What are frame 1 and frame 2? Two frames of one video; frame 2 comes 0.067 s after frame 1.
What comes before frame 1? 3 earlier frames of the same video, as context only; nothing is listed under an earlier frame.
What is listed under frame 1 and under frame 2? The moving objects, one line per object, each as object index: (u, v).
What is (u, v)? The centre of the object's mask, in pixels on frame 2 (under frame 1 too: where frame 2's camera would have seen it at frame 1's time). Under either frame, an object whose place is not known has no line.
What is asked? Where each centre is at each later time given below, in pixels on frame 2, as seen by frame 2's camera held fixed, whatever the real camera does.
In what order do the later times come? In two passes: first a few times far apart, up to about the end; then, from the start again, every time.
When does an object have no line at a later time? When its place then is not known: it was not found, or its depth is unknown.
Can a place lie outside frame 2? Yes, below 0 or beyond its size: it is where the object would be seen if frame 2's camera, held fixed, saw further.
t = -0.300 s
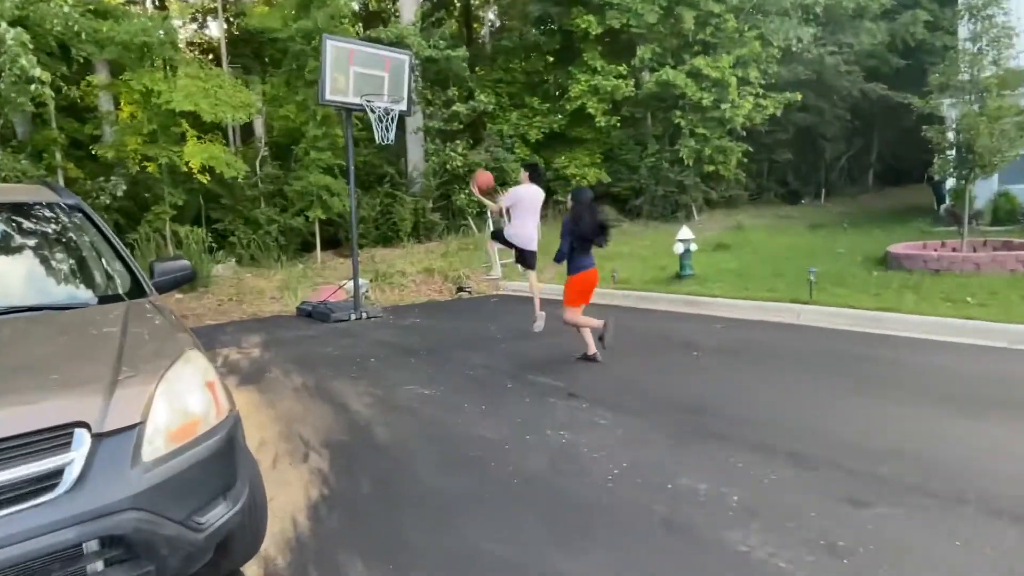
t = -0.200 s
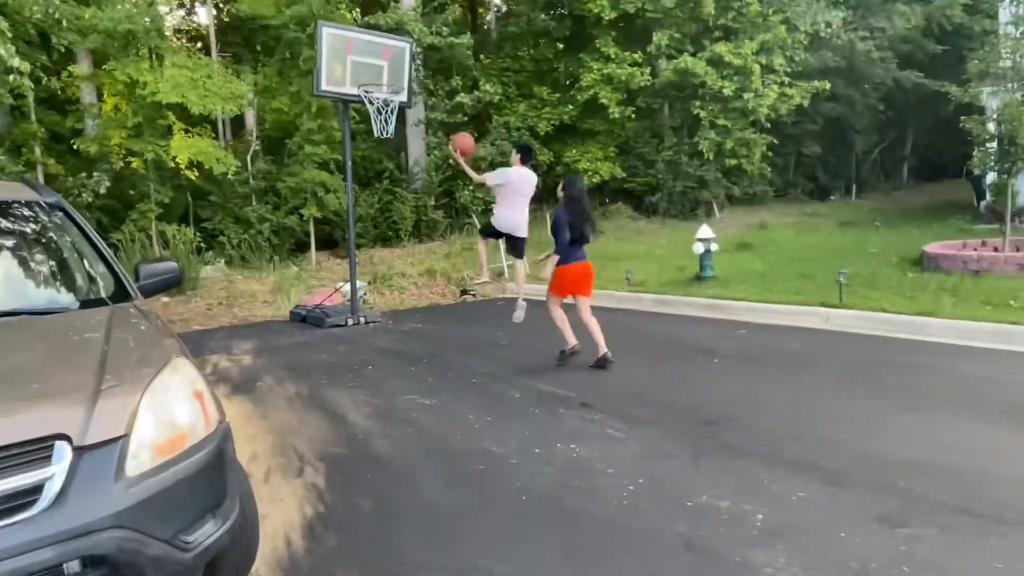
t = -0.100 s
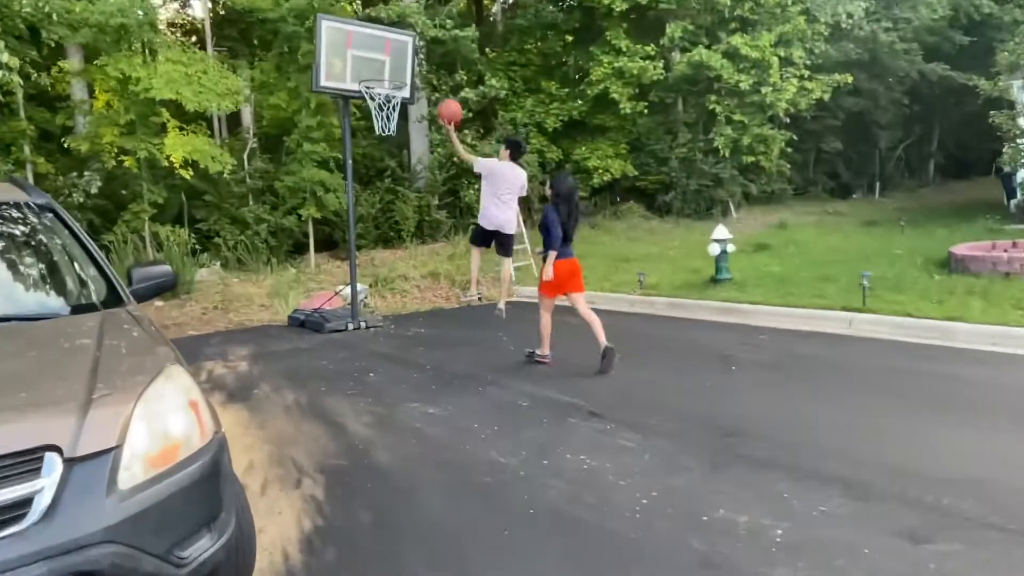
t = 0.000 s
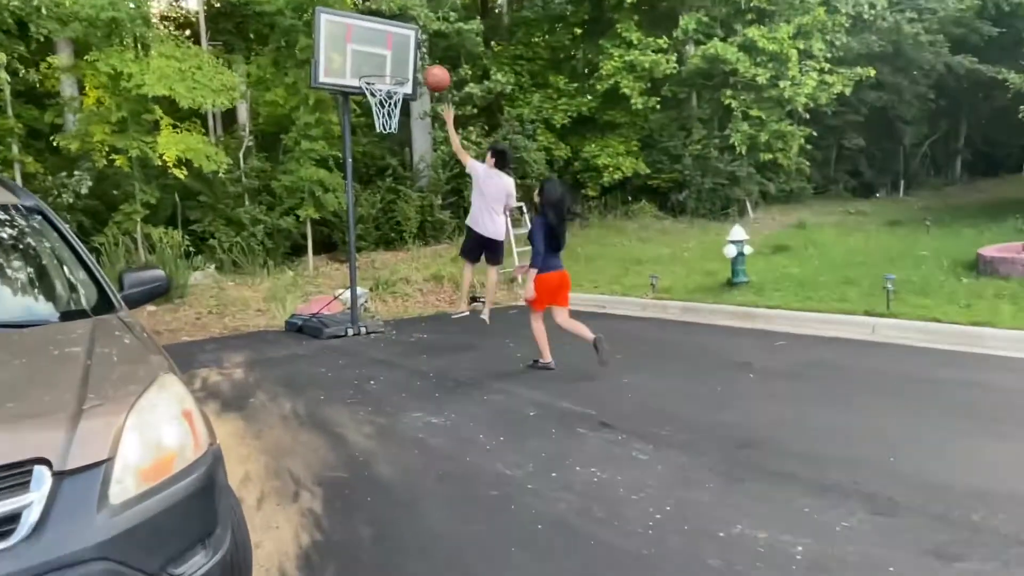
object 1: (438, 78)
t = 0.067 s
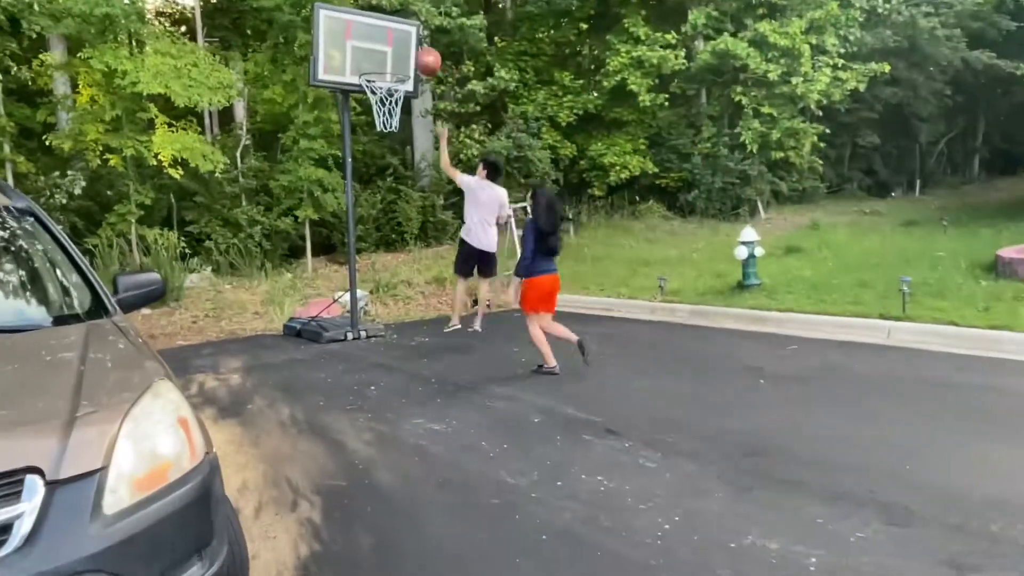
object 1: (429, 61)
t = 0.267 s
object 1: (400, 42)
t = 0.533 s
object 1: (386, 59)
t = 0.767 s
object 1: (388, 58)
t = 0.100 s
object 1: (423, 53)
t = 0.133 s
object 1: (418, 48)
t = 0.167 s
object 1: (413, 45)
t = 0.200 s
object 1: (409, 43)
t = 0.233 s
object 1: (404, 42)
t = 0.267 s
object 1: (400, 42)
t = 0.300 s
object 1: (396, 44)
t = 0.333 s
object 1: (392, 47)
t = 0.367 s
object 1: (388, 52)
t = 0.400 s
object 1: (384, 56)
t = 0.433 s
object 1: (380, 64)
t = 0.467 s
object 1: (381, 64)
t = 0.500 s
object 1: (384, 61)
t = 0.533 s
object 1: (386, 59)
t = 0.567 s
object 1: (388, 58)
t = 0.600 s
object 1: (390, 57)
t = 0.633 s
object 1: (390, 56)
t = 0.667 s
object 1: (389, 55)
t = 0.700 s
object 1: (389, 55)
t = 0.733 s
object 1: (389, 56)
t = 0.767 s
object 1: (388, 58)
